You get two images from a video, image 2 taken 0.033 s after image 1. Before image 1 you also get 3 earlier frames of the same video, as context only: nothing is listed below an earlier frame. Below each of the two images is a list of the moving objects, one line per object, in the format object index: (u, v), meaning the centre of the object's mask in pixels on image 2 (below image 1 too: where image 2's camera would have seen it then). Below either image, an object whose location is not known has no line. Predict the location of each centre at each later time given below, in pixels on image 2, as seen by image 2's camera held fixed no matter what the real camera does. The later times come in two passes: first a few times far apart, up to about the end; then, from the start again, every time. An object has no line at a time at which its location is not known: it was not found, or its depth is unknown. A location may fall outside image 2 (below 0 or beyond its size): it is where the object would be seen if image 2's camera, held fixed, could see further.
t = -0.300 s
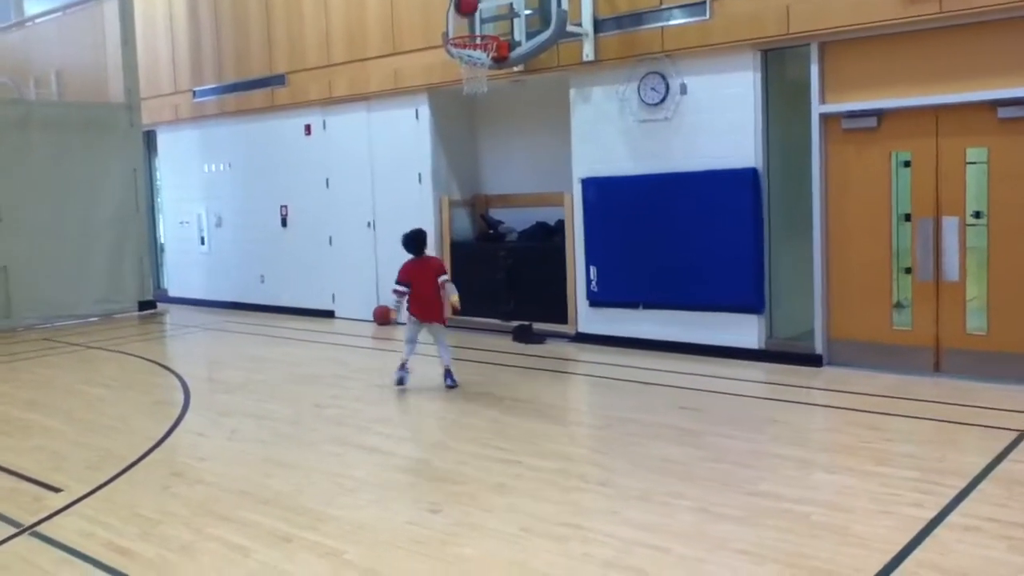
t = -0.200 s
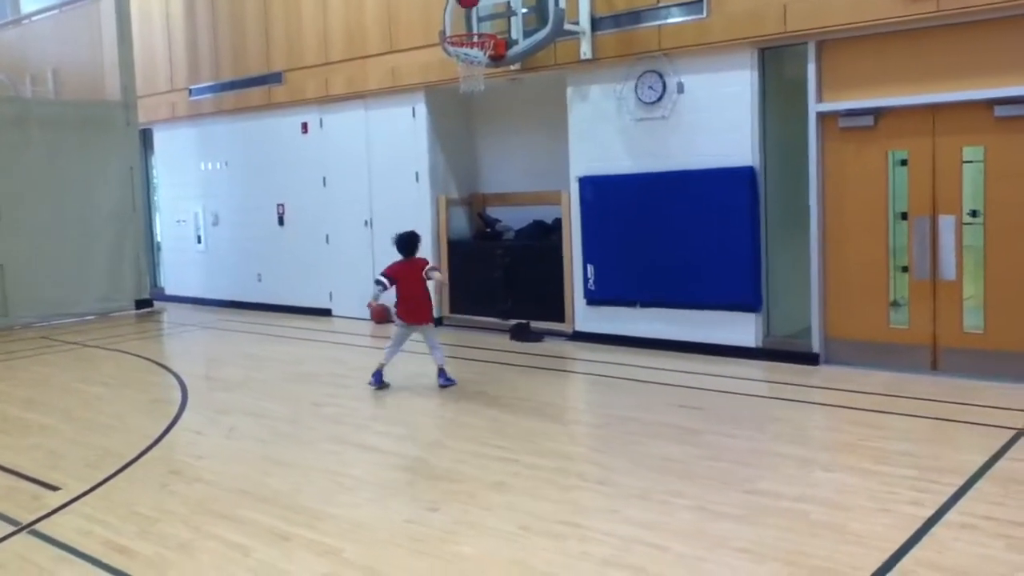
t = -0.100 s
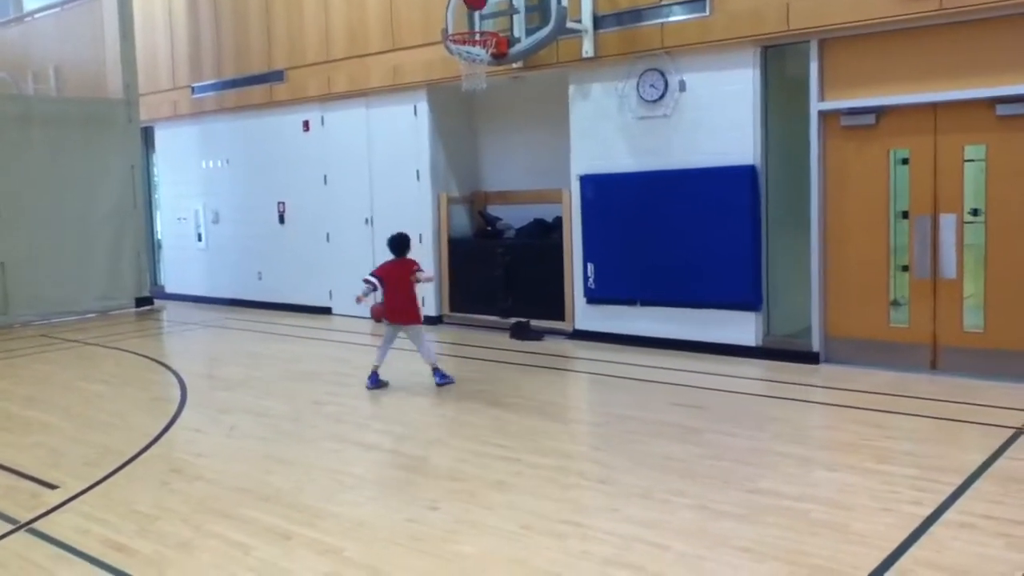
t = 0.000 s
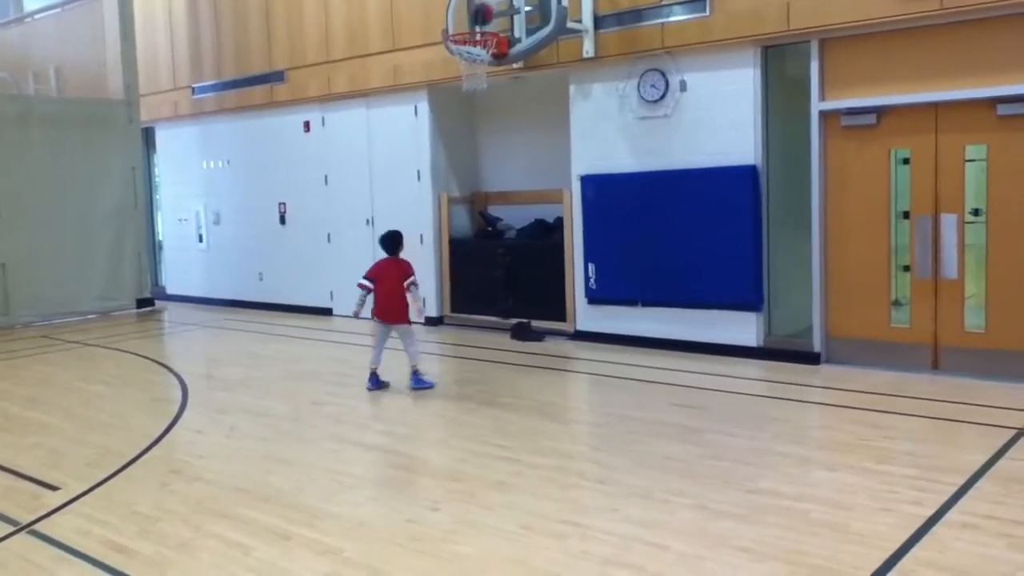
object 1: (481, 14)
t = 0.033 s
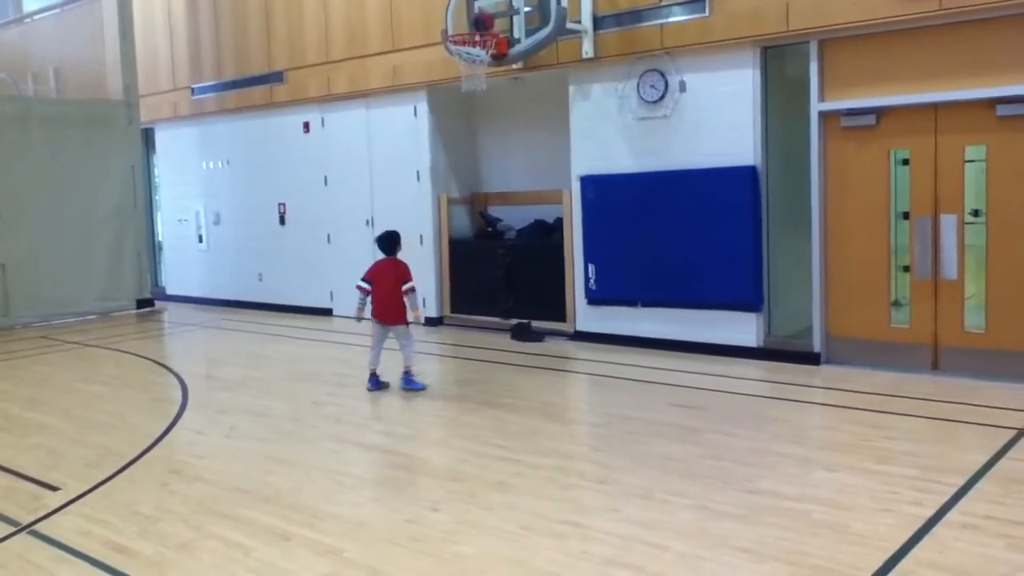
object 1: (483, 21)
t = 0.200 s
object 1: (467, 10)
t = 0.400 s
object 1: (441, 17)
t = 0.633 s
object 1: (414, 80)
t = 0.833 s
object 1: (393, 188)
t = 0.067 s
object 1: (483, 25)
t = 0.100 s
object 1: (480, 21)
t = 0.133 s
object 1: (474, 16)
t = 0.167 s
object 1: (471, 12)
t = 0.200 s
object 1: (467, 10)
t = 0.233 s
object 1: (462, 10)
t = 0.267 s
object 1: (458, 10)
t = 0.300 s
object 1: (454, 11)
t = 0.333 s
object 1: (450, 12)
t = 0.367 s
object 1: (445, 14)
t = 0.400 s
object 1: (441, 17)
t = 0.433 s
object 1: (437, 20)
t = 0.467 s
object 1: (434, 26)
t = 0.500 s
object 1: (429, 34)
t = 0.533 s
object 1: (424, 43)
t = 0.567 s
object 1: (421, 54)
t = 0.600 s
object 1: (417, 67)
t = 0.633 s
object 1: (414, 80)
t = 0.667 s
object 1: (411, 95)
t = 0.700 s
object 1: (407, 111)
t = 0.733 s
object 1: (403, 127)
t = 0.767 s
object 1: (400, 146)
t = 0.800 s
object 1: (396, 167)
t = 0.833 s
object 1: (393, 188)
